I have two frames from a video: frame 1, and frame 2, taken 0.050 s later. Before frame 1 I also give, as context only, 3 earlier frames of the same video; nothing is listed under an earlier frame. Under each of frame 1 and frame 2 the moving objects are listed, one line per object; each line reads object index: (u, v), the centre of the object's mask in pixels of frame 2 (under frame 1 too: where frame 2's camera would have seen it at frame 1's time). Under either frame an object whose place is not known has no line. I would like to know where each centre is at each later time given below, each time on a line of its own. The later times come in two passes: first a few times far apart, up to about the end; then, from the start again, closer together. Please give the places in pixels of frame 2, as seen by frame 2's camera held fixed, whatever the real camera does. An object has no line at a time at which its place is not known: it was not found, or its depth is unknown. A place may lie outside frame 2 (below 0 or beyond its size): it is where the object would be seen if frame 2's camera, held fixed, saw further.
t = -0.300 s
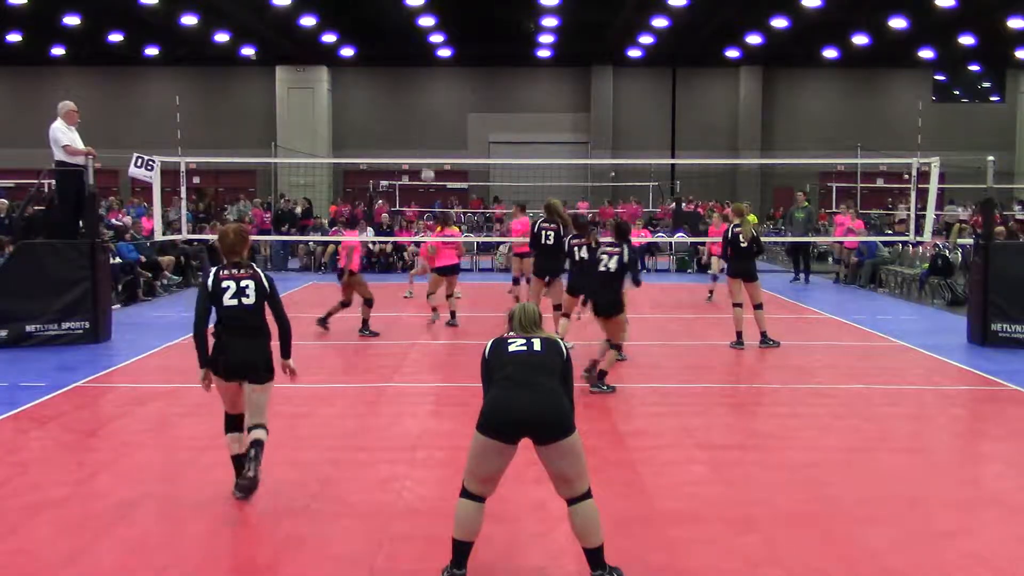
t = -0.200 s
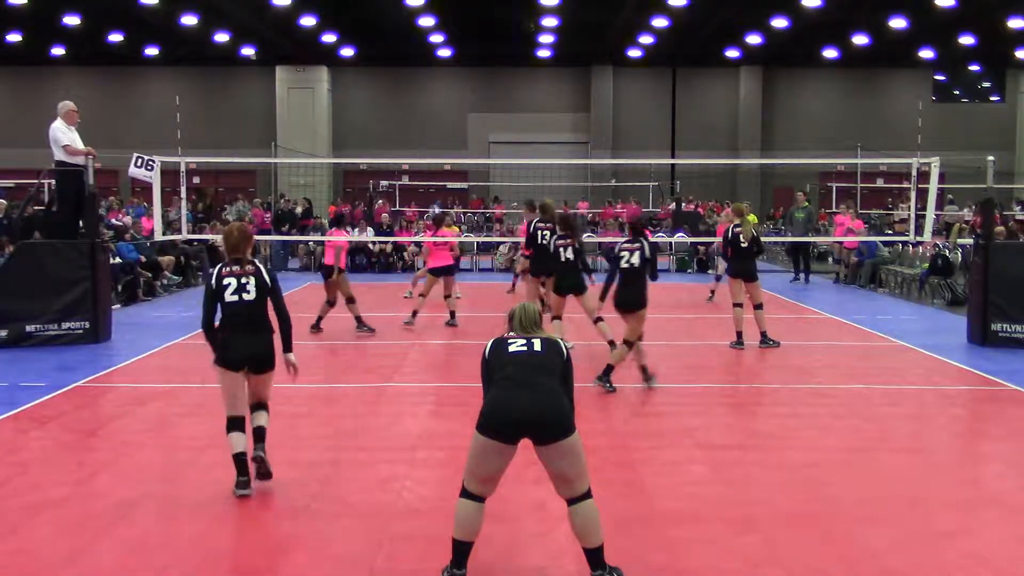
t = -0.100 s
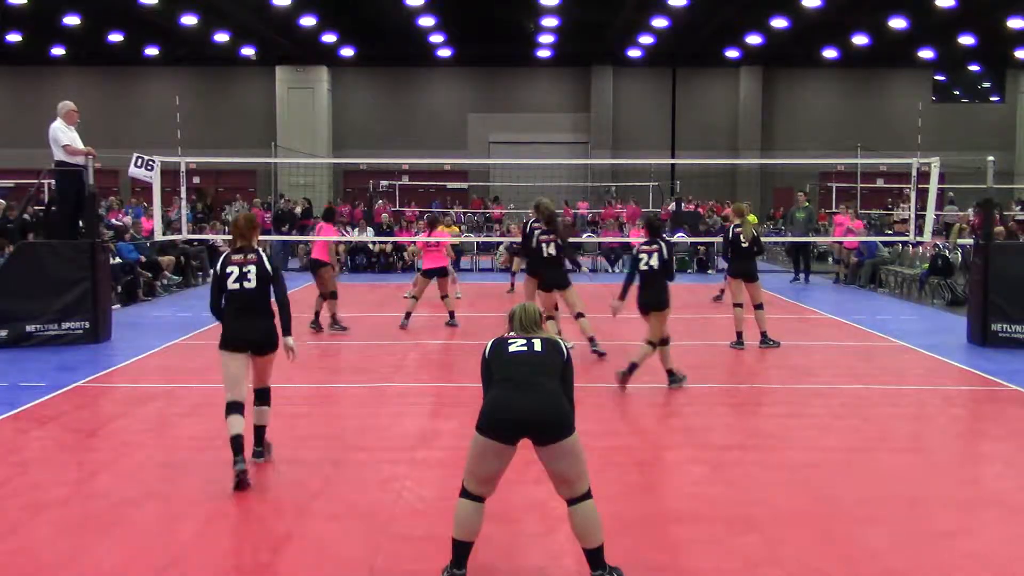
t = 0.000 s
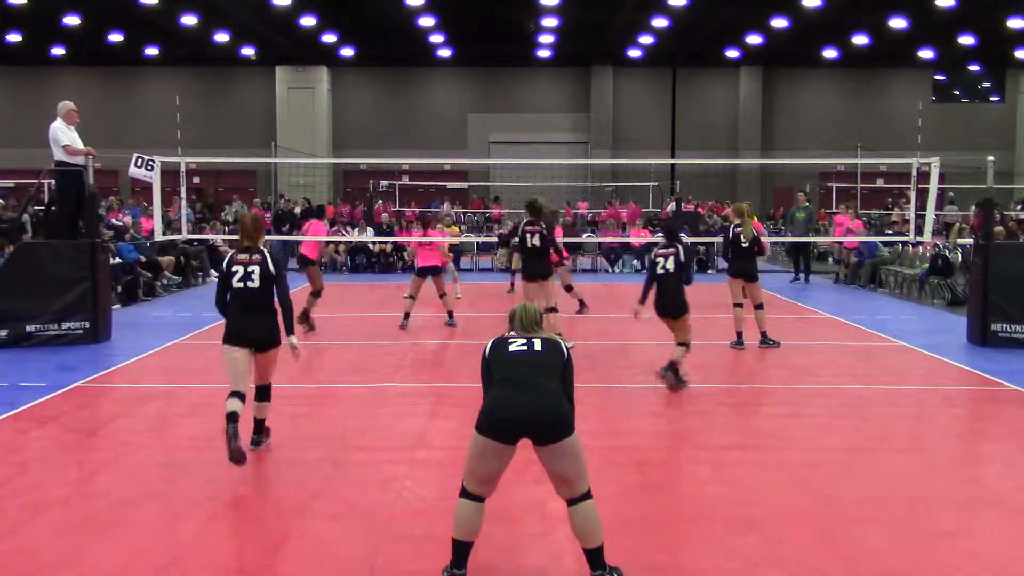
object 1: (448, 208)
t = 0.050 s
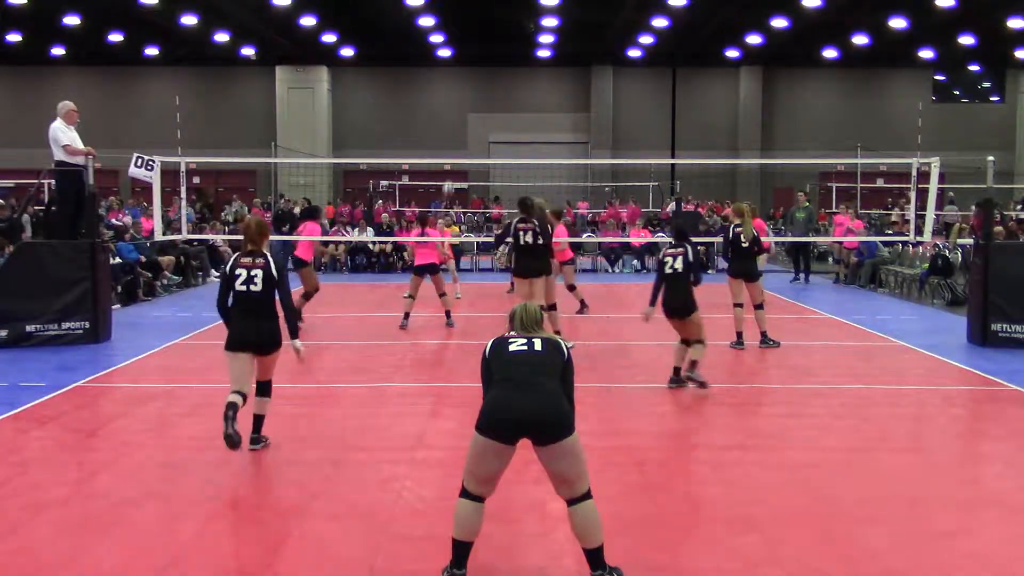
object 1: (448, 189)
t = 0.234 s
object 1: (456, 119)
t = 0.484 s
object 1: (466, 56)
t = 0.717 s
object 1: (476, 30)
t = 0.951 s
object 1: (487, 36)
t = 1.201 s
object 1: (499, 82)
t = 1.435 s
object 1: (510, 156)
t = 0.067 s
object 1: (449, 180)
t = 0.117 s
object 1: (451, 157)
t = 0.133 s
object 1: (452, 153)
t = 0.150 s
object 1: (453, 147)
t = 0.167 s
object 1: (454, 142)
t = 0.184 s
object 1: (454, 137)
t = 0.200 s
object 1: (455, 130)
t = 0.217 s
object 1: (456, 125)
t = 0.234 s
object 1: (456, 119)
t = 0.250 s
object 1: (457, 113)
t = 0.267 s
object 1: (458, 107)
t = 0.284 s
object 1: (458, 103)
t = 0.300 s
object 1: (459, 98)
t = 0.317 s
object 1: (460, 94)
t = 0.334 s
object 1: (460, 89)
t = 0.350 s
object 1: (461, 85)
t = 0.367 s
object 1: (461, 80)
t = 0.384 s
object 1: (462, 77)
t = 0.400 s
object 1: (463, 74)
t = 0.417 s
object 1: (463, 70)
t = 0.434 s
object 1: (464, 66)
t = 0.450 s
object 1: (465, 63)
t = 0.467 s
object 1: (465, 60)
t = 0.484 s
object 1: (466, 56)
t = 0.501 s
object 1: (467, 54)
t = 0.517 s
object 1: (468, 51)
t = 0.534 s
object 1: (468, 48)
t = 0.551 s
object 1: (469, 46)
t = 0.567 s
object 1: (470, 43)
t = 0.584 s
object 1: (470, 41)
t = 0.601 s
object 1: (471, 39)
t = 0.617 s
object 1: (472, 37)
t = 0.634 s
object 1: (472, 36)
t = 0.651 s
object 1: (473, 34)
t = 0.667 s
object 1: (474, 33)
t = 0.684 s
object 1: (475, 32)
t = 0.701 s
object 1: (476, 31)
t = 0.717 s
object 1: (476, 30)
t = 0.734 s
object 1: (477, 29)
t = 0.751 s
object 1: (477, 29)
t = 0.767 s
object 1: (478, 29)
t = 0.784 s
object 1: (479, 28)
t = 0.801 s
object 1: (480, 28)
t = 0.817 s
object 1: (481, 28)
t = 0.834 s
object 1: (482, 29)
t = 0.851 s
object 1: (482, 29)
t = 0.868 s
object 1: (483, 30)
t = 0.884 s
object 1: (484, 31)
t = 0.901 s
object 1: (485, 33)
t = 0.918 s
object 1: (485, 33)
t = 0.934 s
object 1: (486, 35)
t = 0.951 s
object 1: (487, 36)
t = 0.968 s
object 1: (488, 38)
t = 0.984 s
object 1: (489, 41)
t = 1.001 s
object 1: (490, 43)
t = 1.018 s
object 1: (490, 45)
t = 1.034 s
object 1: (491, 48)
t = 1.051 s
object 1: (492, 50)
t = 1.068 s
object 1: (492, 53)
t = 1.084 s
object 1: (494, 55)
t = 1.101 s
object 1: (494, 59)
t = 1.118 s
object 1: (495, 62)
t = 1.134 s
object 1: (496, 64)
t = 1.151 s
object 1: (496, 70)
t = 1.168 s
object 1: (497, 74)
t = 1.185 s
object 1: (498, 78)
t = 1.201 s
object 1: (499, 82)
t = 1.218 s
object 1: (500, 86)
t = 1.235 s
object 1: (500, 90)
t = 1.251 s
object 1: (501, 96)
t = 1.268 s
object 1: (502, 101)
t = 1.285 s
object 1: (503, 105)
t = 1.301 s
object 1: (504, 110)
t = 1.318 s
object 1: (505, 117)
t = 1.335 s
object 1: (505, 123)
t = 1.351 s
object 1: (505, 129)
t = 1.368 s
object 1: (507, 135)
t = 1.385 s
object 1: (508, 142)
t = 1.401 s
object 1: (509, 148)
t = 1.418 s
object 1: (511, 153)
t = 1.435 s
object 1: (510, 156)
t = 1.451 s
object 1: (511, 169)
